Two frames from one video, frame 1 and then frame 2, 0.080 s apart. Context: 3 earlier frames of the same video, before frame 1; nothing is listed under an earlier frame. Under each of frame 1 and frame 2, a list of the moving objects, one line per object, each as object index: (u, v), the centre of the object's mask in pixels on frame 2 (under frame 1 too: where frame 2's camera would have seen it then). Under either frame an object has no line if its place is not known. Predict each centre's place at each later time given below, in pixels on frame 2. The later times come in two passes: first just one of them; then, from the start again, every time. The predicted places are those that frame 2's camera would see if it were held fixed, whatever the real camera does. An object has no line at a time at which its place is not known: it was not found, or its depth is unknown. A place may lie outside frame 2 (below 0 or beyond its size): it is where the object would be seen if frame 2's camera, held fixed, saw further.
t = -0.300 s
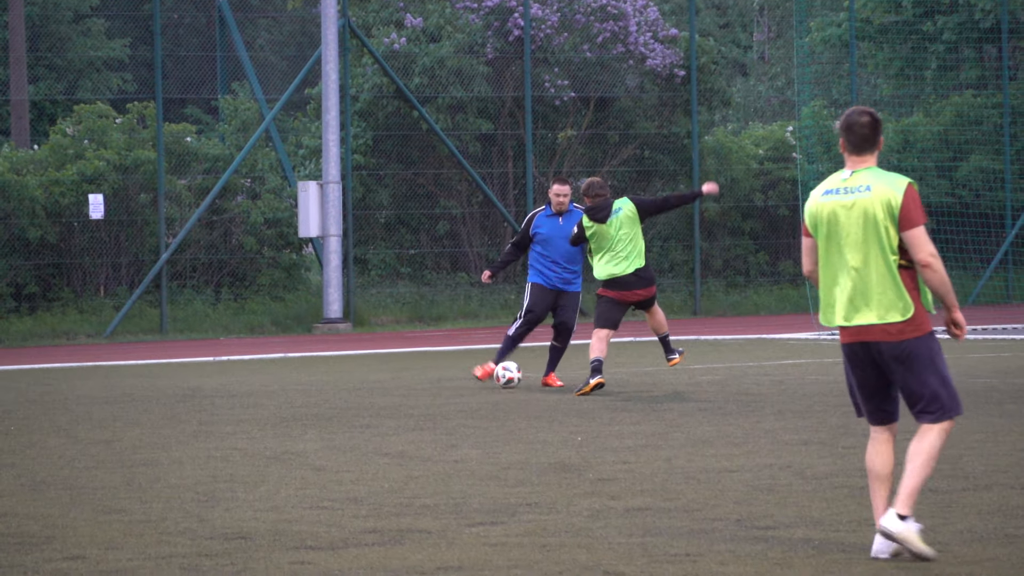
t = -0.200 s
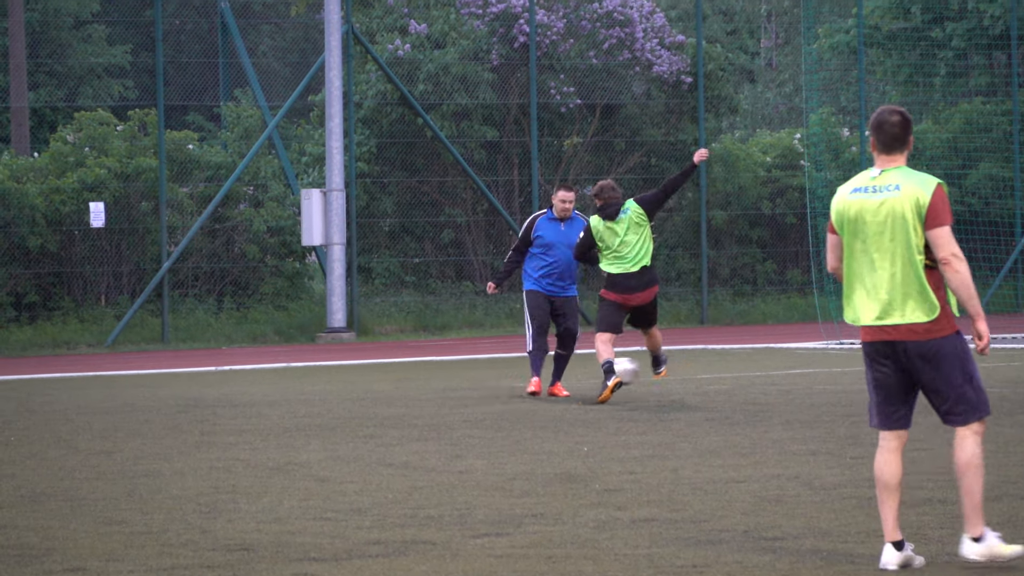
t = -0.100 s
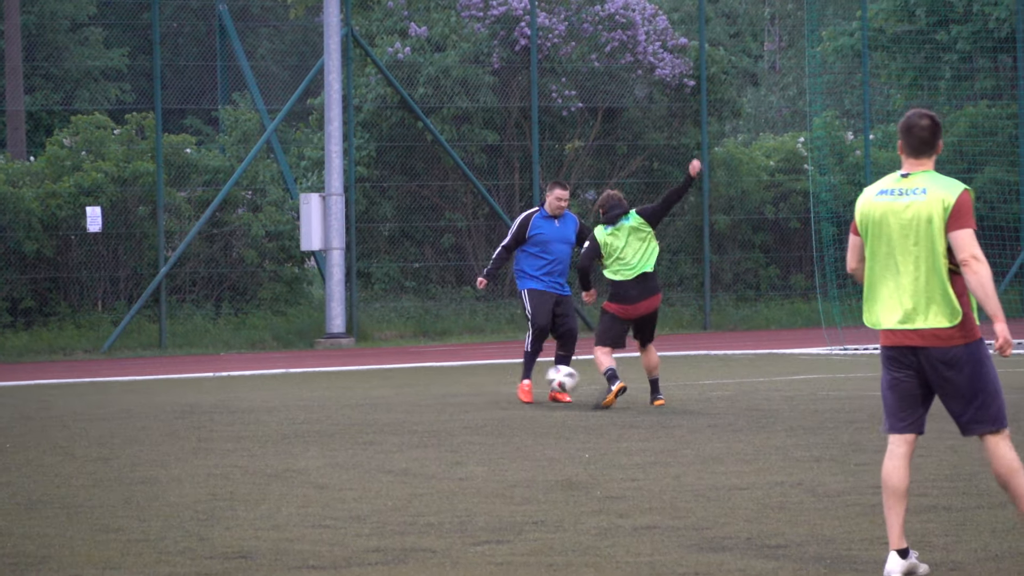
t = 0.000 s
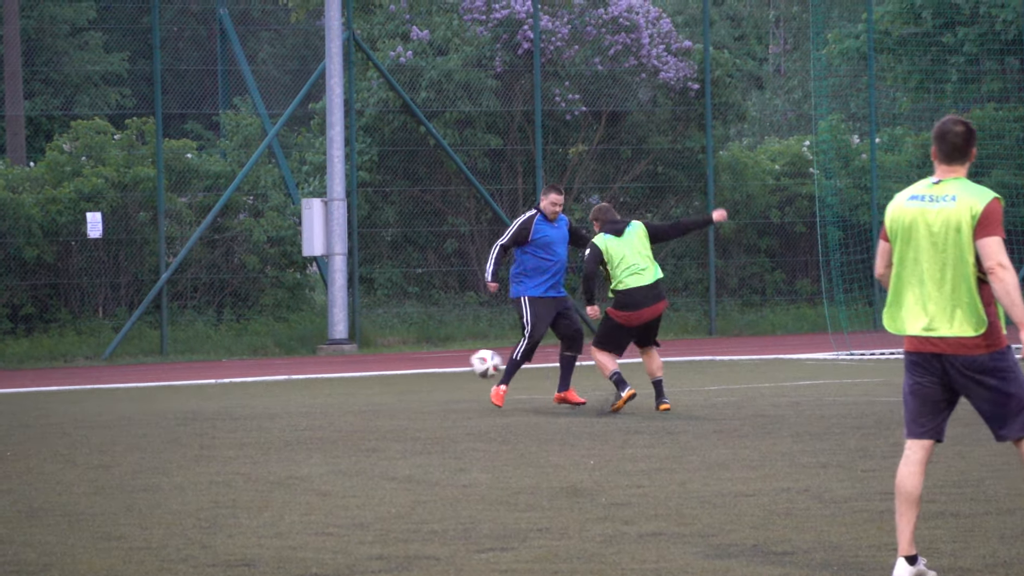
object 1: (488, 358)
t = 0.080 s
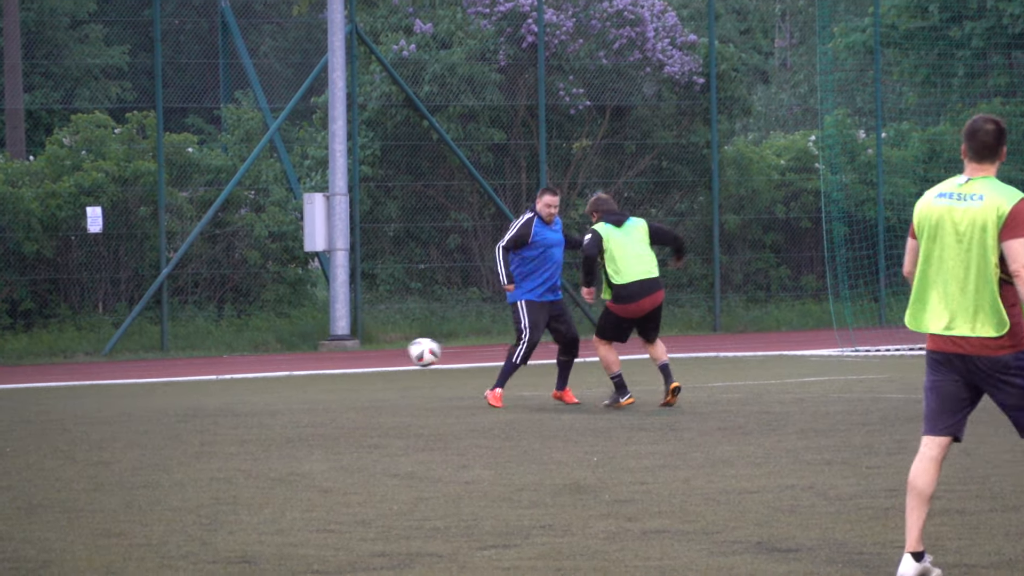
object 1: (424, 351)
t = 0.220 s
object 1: (311, 355)
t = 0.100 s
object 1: (407, 350)
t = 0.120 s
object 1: (390, 348)
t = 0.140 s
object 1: (374, 349)
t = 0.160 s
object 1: (358, 350)
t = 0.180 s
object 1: (341, 351)
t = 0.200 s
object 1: (326, 353)
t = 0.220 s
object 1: (311, 355)
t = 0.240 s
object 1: (295, 358)
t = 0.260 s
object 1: (280, 360)
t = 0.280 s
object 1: (263, 363)
